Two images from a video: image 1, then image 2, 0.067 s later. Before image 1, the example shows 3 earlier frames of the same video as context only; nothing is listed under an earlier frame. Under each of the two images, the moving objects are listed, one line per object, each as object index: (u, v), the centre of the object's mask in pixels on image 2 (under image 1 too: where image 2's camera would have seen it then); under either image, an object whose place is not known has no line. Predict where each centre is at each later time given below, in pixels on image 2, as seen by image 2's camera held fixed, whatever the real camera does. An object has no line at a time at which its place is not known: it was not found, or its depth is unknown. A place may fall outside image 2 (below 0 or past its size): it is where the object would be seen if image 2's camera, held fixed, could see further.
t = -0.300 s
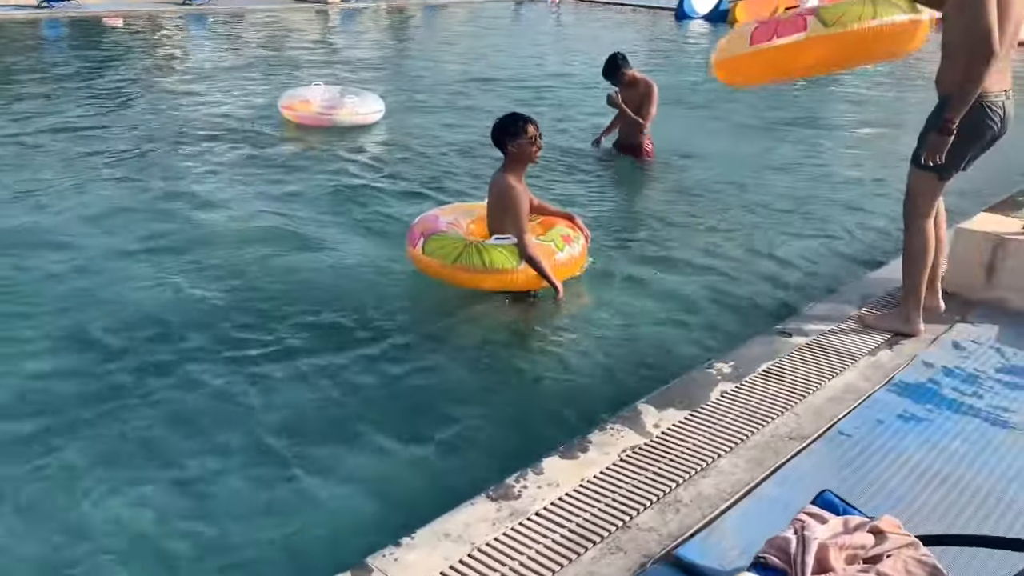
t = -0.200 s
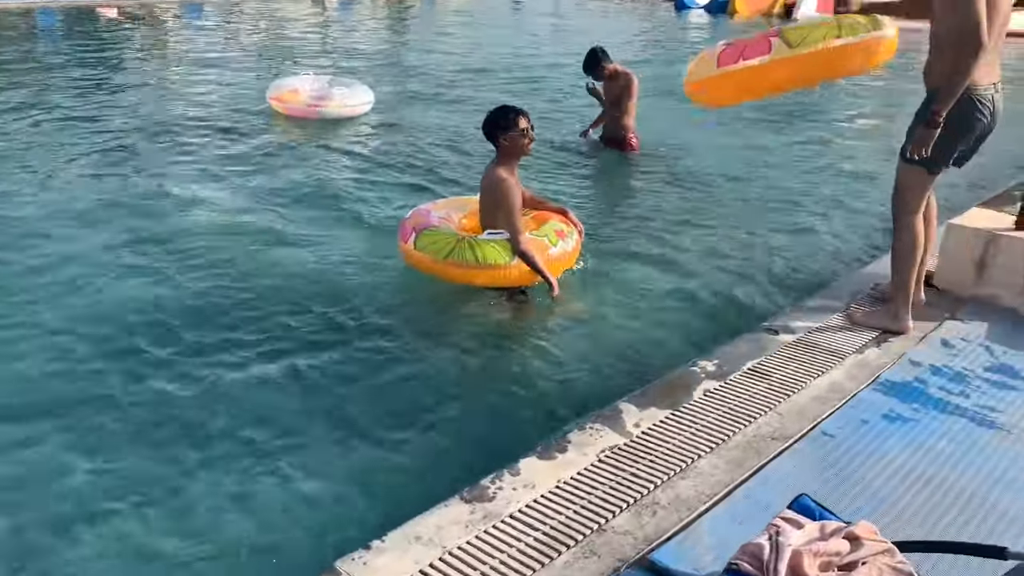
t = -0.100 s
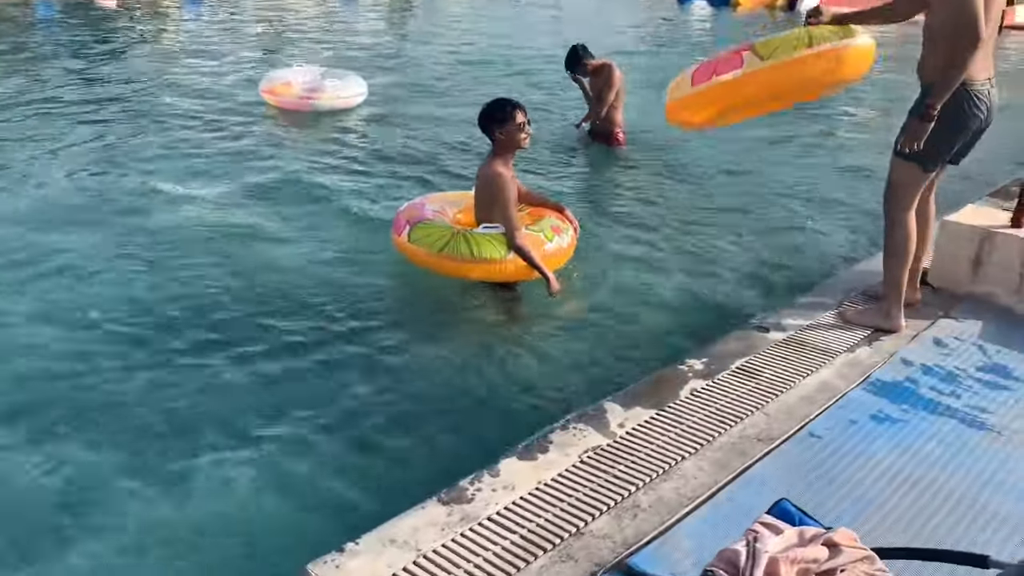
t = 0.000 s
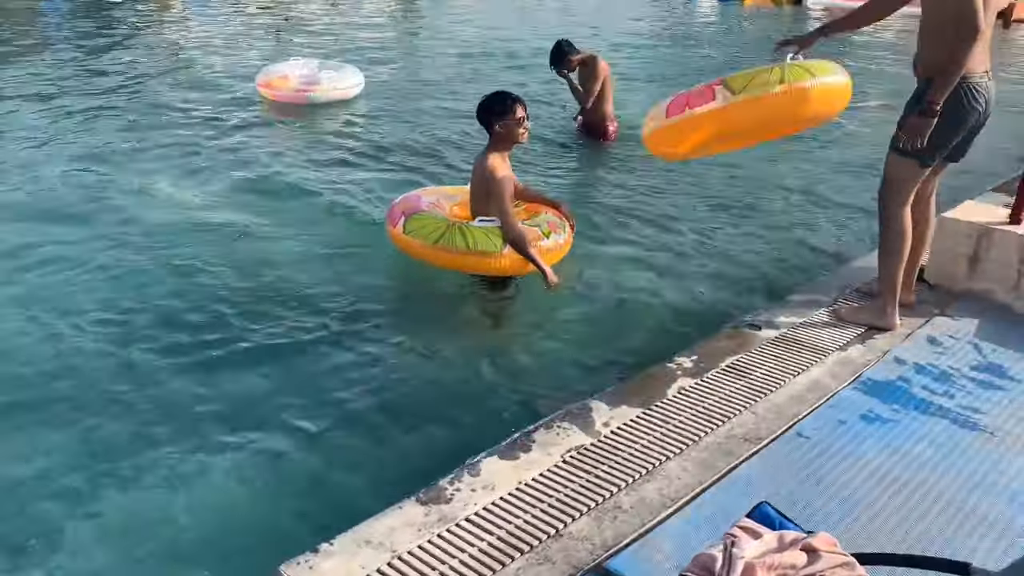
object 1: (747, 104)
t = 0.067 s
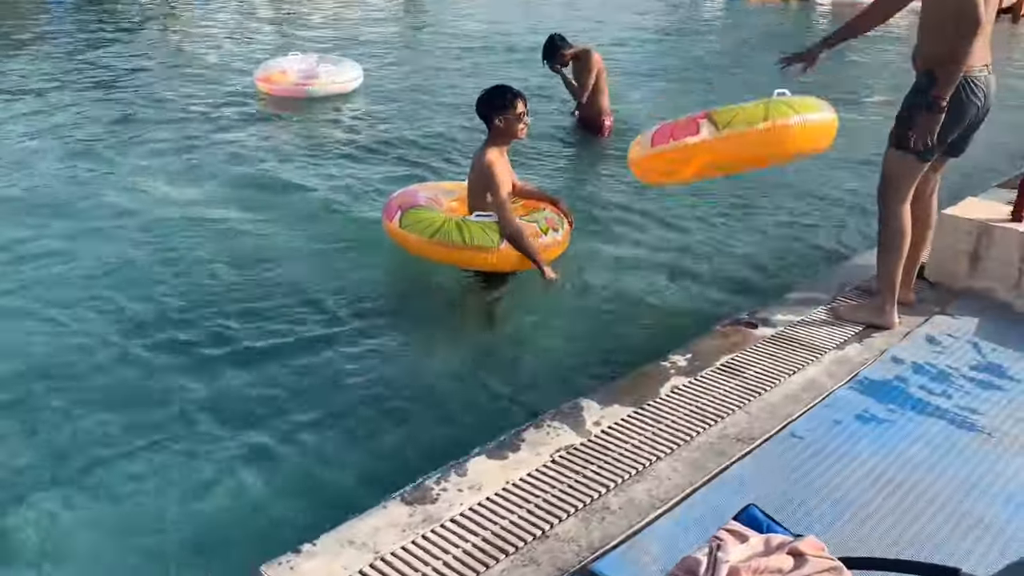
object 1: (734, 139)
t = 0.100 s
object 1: (727, 158)
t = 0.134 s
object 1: (720, 179)
